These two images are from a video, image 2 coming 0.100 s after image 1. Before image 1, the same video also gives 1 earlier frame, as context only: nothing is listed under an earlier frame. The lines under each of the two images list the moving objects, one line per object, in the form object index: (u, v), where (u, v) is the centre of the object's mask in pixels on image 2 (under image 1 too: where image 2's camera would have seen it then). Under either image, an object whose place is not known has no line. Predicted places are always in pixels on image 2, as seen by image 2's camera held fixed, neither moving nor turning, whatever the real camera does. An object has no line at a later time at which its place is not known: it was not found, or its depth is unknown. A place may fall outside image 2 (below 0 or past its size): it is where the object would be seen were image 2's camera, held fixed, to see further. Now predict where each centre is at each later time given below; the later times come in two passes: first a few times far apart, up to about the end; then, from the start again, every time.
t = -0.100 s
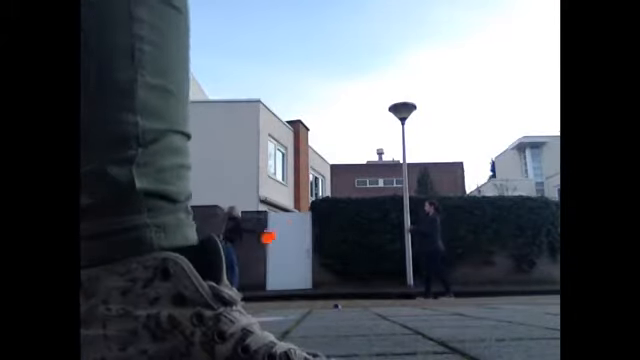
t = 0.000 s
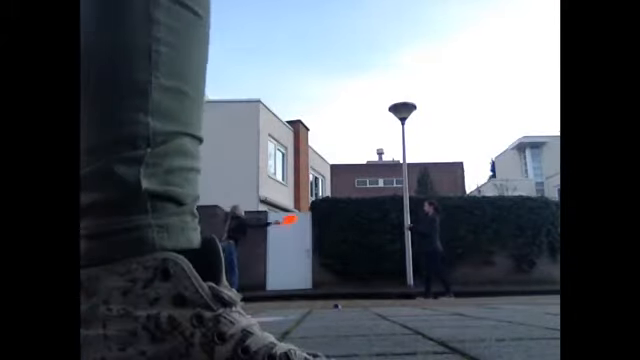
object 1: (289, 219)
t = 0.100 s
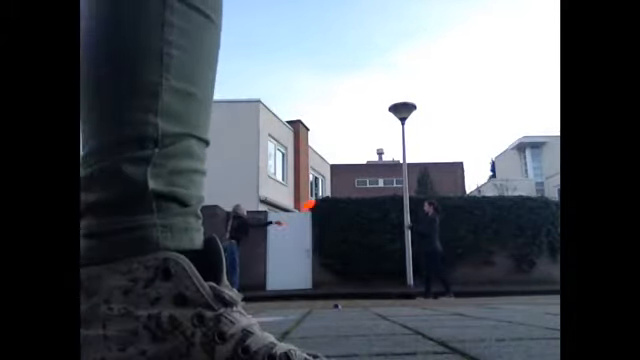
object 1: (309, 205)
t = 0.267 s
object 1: (338, 188)
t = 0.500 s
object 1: (375, 181)
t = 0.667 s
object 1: (396, 187)
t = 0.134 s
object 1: (313, 202)
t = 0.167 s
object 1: (320, 198)
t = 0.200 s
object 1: (327, 194)
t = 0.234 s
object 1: (333, 190)
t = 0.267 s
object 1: (338, 188)
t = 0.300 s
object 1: (344, 186)
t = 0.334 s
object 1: (349, 184)
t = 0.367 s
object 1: (354, 183)
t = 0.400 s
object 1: (359, 182)
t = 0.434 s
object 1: (363, 181)
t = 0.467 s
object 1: (369, 181)
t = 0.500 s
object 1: (375, 181)
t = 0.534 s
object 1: (379, 182)
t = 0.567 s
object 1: (383, 183)
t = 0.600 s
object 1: (388, 183)
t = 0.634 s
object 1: (392, 185)
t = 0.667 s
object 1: (396, 187)
